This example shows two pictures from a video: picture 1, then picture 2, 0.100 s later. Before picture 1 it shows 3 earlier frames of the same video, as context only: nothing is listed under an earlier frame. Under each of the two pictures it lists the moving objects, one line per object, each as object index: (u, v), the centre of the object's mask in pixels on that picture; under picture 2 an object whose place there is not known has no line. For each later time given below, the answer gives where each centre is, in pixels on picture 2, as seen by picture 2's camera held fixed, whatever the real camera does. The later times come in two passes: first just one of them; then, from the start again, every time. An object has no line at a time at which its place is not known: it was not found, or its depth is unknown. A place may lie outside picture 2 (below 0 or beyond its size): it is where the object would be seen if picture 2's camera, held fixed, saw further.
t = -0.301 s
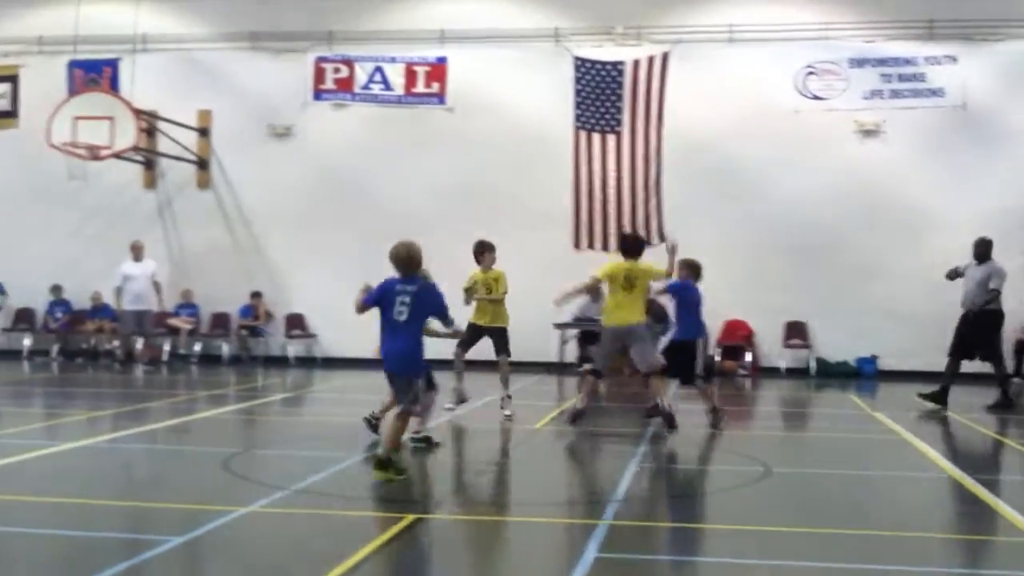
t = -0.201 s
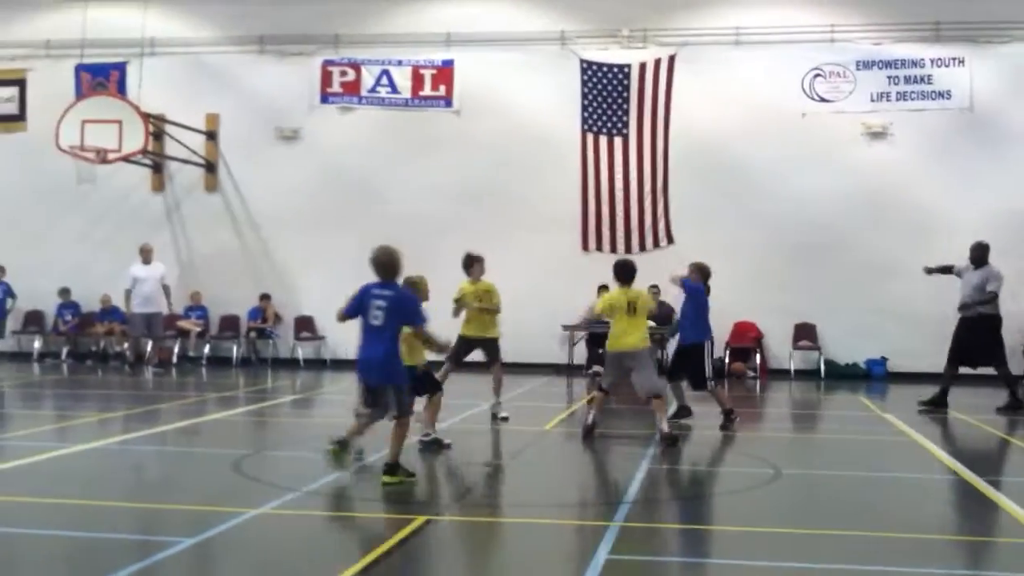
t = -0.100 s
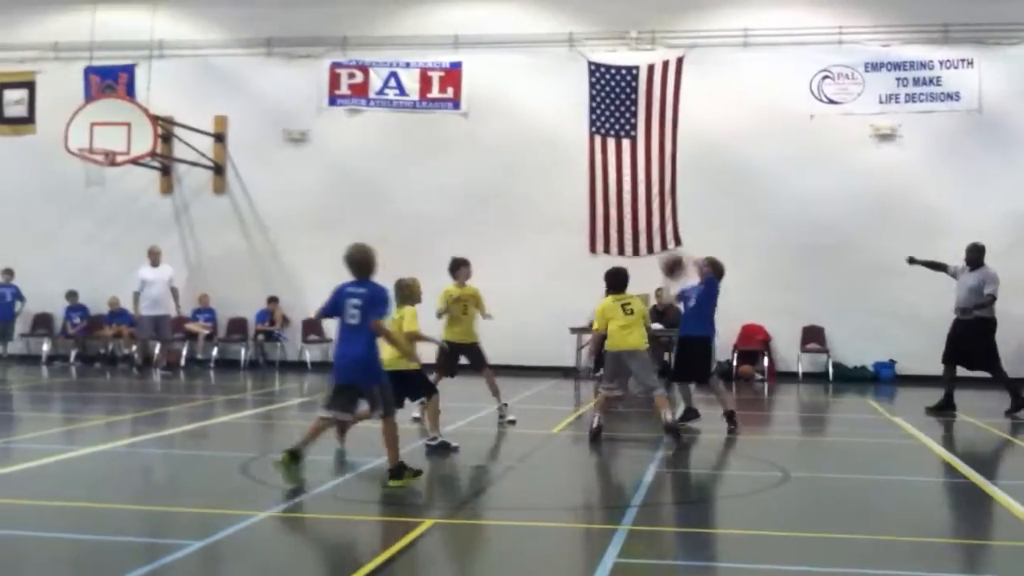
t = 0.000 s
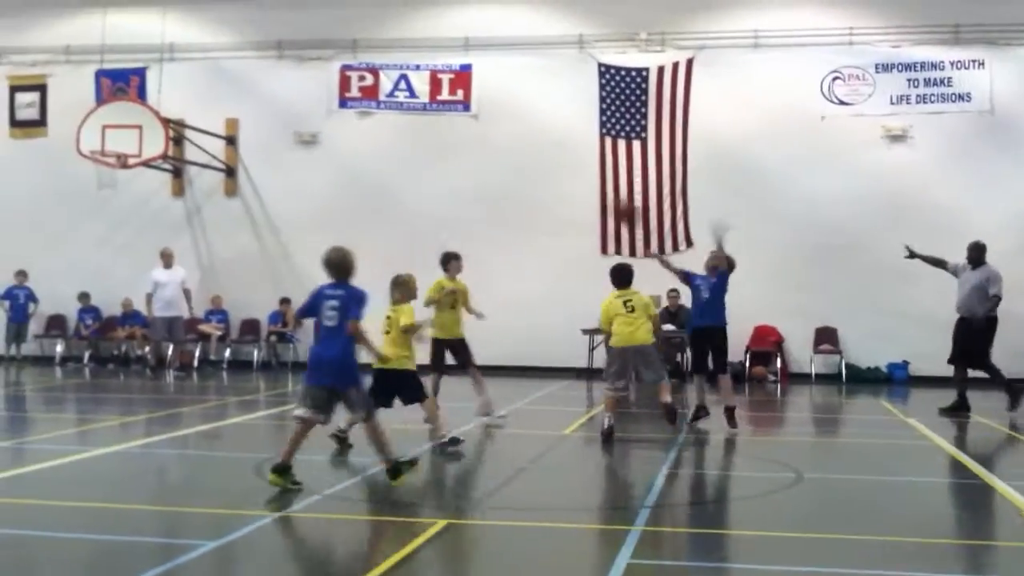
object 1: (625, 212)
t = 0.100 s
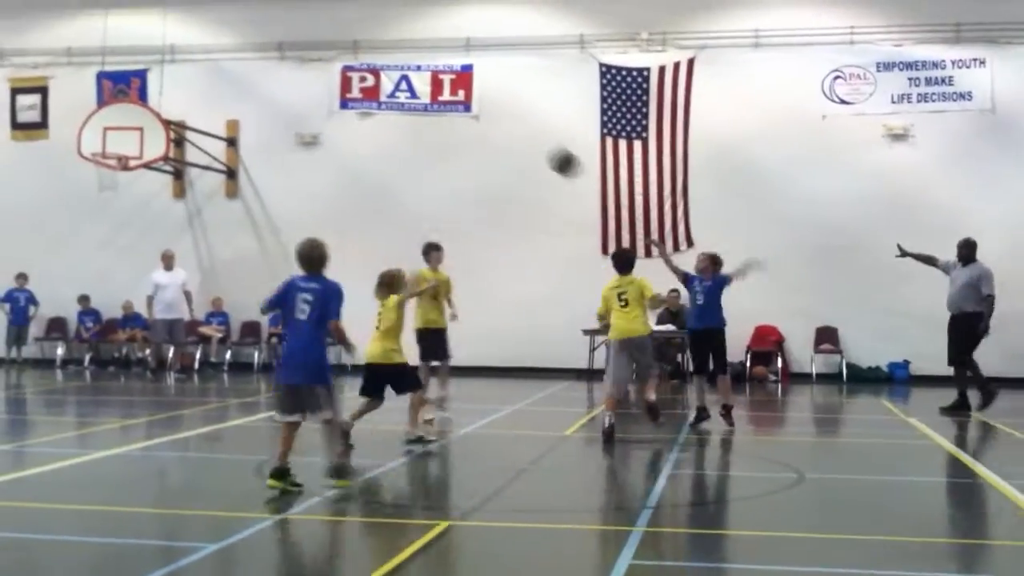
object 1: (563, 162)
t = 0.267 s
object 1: (451, 103)
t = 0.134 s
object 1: (542, 148)
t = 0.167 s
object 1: (520, 134)
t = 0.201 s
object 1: (497, 122)
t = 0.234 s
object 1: (476, 112)
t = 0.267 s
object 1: (451, 103)
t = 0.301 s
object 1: (428, 94)
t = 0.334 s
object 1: (403, 87)
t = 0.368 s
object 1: (379, 79)
